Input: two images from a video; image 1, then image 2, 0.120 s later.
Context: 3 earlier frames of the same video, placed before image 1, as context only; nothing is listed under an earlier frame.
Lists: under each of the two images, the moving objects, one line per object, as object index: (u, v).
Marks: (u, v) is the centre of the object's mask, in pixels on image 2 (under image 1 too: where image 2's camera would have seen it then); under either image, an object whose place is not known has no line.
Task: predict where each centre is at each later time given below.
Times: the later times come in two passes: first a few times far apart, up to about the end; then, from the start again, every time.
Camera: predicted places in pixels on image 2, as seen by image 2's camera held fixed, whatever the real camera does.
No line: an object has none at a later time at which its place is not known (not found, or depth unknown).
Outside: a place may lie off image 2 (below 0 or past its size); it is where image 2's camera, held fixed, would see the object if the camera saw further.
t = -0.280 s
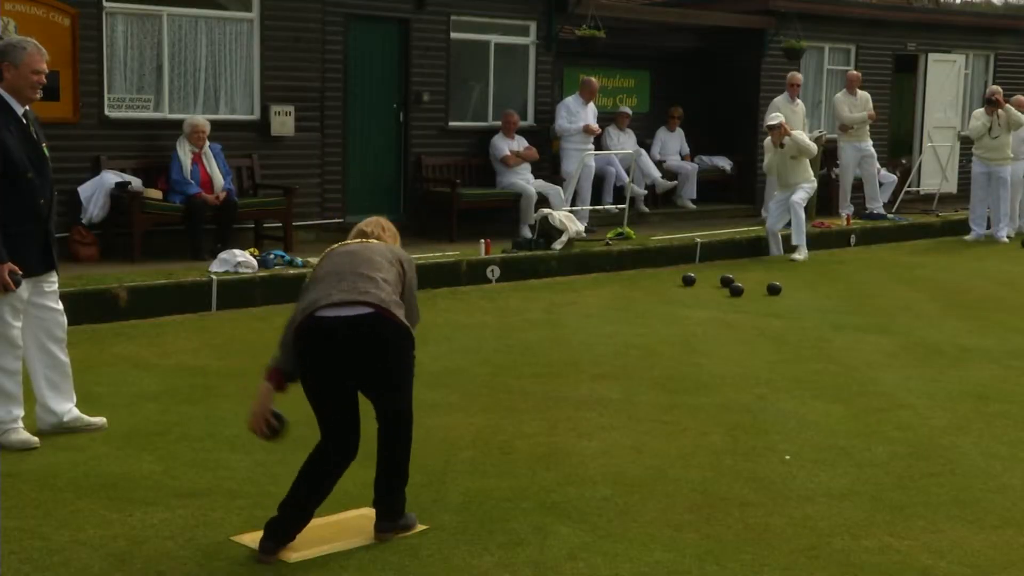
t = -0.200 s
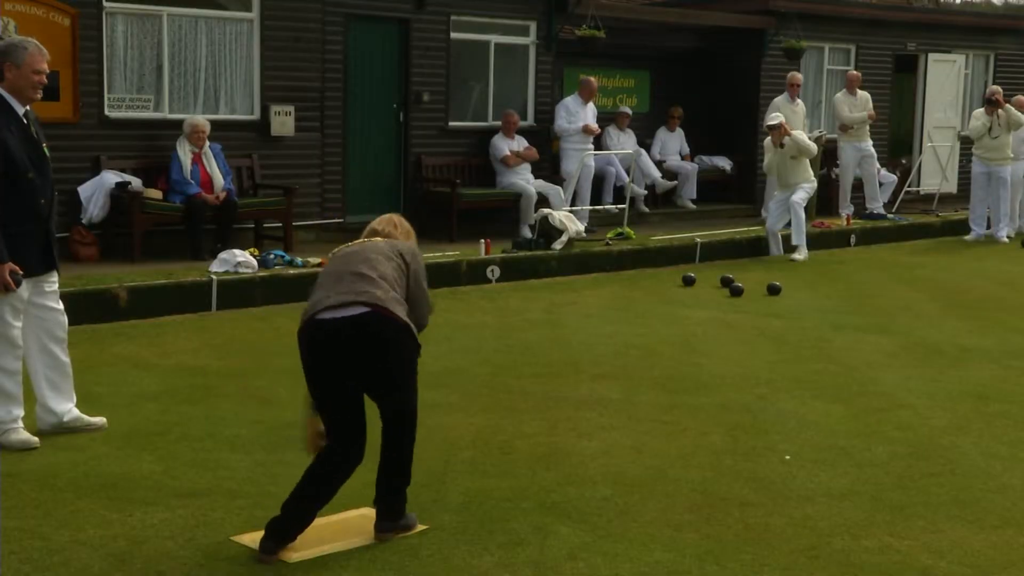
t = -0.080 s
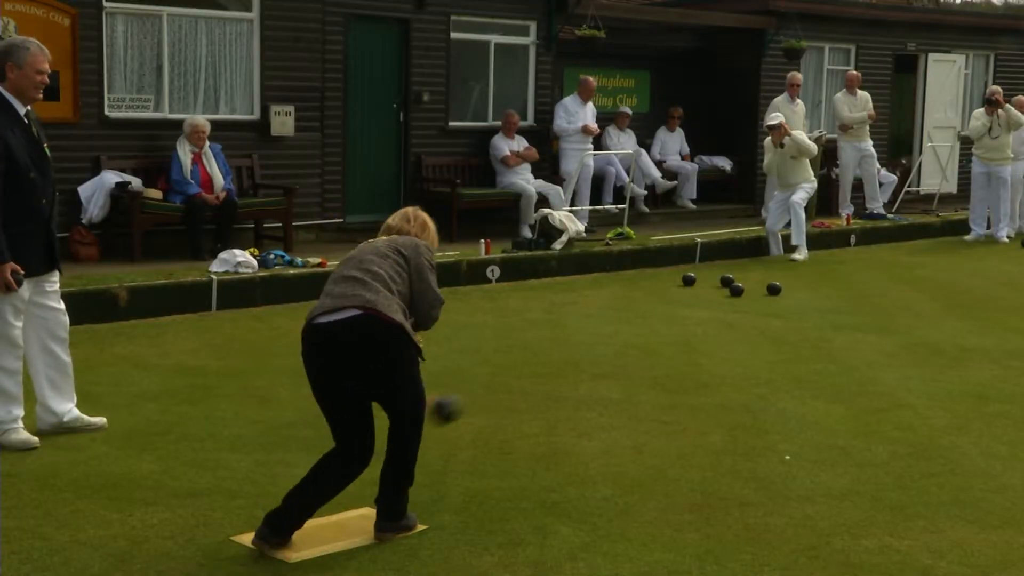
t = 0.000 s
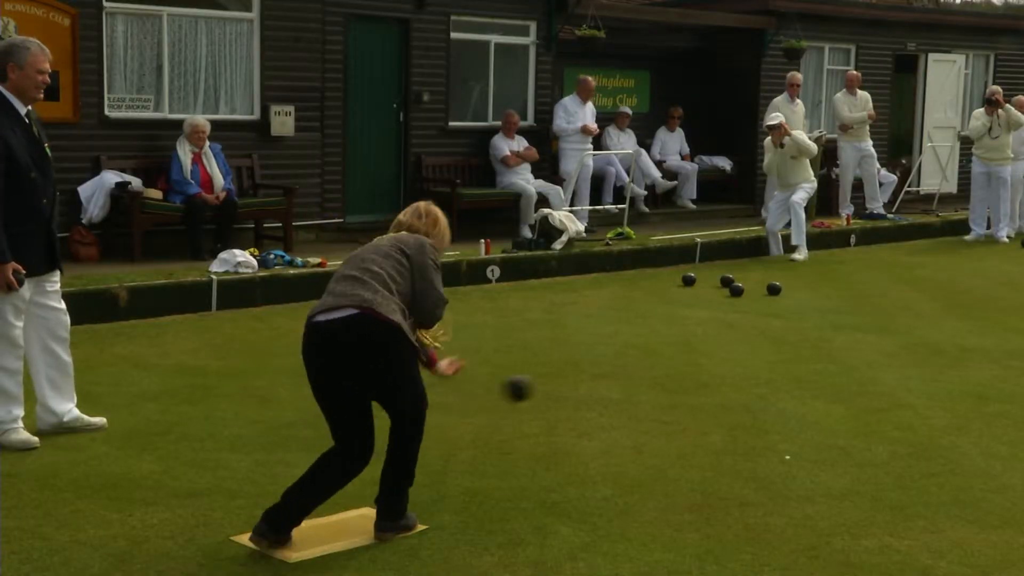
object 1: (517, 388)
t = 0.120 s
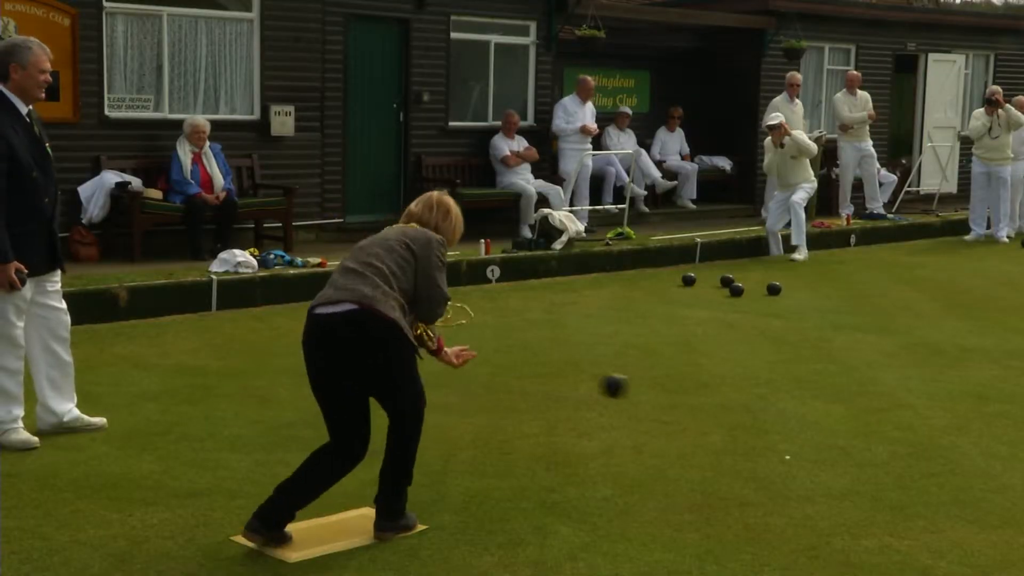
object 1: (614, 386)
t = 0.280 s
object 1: (715, 404)
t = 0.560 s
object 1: (820, 381)
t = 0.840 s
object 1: (902, 359)
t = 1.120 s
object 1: (968, 342)
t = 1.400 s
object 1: (1021, 328)
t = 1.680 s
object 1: (1065, 315)
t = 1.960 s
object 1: (1102, 304)
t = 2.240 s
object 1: (1135, 295)
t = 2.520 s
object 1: (1165, 287)
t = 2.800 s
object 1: (1191, 280)
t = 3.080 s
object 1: (1215, 274)
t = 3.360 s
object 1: (1238, 268)
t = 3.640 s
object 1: (1260, 263)
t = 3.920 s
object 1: (1281, 259)
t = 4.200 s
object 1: (1300, 255)
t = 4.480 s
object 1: (1318, 252)
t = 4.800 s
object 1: (1339, 249)
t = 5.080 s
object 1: (1356, 247)
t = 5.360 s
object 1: (1372, 245)
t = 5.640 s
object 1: (1388, 244)
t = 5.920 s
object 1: (1405, 242)
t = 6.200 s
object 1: (1420, 241)
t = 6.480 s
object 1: (1435, 240)
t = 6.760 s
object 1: (1449, 240)
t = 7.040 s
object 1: (1462, 239)
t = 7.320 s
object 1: (1473, 239)
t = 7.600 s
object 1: (1483, 238)
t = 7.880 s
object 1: (1491, 238)
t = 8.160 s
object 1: (1499, 238)
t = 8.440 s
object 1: (1506, 237)
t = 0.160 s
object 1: (643, 392)
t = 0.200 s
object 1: (670, 401)
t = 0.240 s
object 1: (695, 413)
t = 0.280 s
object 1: (715, 404)
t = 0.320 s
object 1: (732, 393)
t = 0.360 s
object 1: (747, 385)
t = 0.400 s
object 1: (764, 381)
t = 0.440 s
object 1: (778, 380)
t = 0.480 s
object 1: (793, 381)
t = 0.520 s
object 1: (806, 386)
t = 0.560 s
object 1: (820, 381)
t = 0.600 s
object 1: (833, 374)
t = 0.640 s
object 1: (846, 370)
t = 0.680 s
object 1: (858, 369)
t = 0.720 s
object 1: (869, 371)
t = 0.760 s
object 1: (881, 364)
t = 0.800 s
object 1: (892, 360)
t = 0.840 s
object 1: (902, 359)
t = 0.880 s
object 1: (913, 359)
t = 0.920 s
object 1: (923, 356)
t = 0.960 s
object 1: (932, 354)
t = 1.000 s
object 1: (941, 350)
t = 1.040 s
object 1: (951, 347)
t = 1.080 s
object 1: (959, 346)
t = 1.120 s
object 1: (968, 342)
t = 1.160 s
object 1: (976, 338)
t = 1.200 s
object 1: (984, 338)
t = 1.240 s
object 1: (992, 336)
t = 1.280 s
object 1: (999, 333)
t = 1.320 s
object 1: (1007, 332)
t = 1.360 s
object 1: (1014, 329)
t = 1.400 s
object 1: (1021, 328)
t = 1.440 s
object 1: (1028, 326)
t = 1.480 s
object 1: (1034, 324)
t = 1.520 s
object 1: (1041, 322)
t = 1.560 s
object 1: (1047, 321)
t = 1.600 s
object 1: (1053, 319)
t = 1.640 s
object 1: (1059, 317)
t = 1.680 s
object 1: (1065, 315)
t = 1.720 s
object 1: (1070, 313)
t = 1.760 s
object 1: (1076, 312)
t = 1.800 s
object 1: (1081, 310)
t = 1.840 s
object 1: (1087, 308)
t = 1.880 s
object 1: (1092, 307)
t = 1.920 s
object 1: (1097, 305)
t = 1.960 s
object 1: (1102, 304)
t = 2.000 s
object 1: (1107, 302)
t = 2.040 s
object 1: (1112, 301)
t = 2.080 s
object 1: (1117, 300)
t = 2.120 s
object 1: (1122, 298)
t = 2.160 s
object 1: (1126, 297)
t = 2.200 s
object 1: (1131, 296)
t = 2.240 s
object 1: (1135, 295)
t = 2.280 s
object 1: (1140, 293)
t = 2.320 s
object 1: (1144, 292)
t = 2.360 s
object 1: (1148, 292)
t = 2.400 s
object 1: (1152, 290)
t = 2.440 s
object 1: (1157, 289)
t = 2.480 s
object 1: (1161, 288)
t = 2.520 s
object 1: (1165, 287)
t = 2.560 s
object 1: (1169, 286)
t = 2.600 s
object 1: (1173, 285)
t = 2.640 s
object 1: (1177, 284)
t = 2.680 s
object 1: (1180, 283)
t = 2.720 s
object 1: (1184, 281)
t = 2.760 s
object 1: (1187, 281)
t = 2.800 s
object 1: (1191, 280)
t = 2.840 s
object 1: (1195, 279)
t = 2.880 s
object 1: (1198, 278)
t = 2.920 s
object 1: (1202, 277)
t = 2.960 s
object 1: (1205, 276)
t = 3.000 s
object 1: (1208, 275)
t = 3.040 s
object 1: (1212, 274)
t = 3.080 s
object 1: (1215, 274)
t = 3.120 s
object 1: (1218, 272)
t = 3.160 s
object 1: (1222, 272)
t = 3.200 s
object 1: (1225, 271)
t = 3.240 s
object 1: (1228, 271)
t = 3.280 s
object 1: (1231, 270)
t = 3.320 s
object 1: (1235, 269)
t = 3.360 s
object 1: (1238, 268)
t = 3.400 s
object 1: (1241, 267)
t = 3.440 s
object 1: (1244, 266)
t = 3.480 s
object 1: (1248, 266)
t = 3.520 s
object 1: (1251, 265)
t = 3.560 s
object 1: (1254, 265)
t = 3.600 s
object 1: (1257, 263)
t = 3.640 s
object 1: (1260, 263)
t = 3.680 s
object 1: (1263, 262)
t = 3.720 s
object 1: (1266, 261)
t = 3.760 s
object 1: (1269, 261)
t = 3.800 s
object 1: (1272, 260)
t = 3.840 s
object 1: (1275, 260)
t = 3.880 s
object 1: (1278, 259)
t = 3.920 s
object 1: (1281, 259)
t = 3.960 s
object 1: (1284, 258)
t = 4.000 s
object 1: (1286, 258)
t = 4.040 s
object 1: (1289, 257)
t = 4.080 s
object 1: (1292, 257)
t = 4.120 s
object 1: (1295, 256)
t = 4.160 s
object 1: (1297, 256)
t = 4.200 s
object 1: (1300, 255)
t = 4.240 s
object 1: (1302, 255)
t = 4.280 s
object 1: (1305, 254)
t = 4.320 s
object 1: (1308, 254)
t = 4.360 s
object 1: (1310, 253)
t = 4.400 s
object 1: (1313, 253)
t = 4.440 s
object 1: (1316, 252)
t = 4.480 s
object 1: (1318, 252)
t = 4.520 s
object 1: (1321, 252)
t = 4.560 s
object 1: (1324, 251)
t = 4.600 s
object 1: (1326, 251)
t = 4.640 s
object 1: (1329, 251)
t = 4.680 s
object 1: (1332, 251)
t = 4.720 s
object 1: (1334, 250)
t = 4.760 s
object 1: (1336, 250)
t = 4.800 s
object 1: (1339, 249)
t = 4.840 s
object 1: (1342, 249)
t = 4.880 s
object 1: (1344, 249)
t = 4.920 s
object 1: (1346, 248)
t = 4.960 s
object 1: (1349, 248)
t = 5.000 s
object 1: (1351, 247)
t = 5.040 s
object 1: (1354, 247)
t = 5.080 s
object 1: (1356, 247)
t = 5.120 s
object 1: (1359, 247)
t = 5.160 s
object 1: (1361, 246)
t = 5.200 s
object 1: (1363, 246)
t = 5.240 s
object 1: (1365, 246)
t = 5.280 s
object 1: (1367, 245)
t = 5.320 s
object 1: (1370, 245)
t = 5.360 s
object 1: (1372, 245)
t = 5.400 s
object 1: (1375, 245)
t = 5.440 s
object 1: (1377, 244)
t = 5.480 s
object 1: (1379, 244)
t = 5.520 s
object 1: (1382, 244)
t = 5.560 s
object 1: (1384, 244)
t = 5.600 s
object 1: (1386, 244)
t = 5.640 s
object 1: (1388, 244)
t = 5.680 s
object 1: (1391, 243)
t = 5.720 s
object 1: (1393, 243)
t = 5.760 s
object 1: (1396, 243)
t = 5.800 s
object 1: (1398, 243)
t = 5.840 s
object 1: (1400, 242)
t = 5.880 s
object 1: (1402, 242)
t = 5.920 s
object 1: (1405, 242)
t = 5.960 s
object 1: (1407, 242)
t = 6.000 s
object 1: (1409, 242)
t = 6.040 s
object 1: (1411, 242)
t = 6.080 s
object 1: (1413, 241)
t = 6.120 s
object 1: (1415, 241)
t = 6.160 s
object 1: (1418, 241)
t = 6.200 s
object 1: (1420, 241)
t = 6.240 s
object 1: (1422, 241)
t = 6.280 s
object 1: (1424, 241)
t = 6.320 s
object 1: (1426, 241)
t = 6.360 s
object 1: (1429, 240)
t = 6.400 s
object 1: (1431, 240)
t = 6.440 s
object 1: (1433, 241)
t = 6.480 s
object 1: (1435, 240)
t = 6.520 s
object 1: (1437, 240)
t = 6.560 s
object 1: (1439, 240)
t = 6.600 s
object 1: (1441, 240)
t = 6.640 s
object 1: (1443, 240)
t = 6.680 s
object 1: (1445, 240)
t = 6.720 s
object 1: (1447, 240)
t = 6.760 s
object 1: (1449, 240)
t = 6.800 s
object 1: (1451, 239)
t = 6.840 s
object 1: (1453, 239)
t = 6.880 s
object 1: (1455, 239)
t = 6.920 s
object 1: (1457, 239)
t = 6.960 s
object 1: (1459, 239)
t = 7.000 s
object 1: (1460, 239)
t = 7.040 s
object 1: (1462, 239)
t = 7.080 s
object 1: (1463, 239)
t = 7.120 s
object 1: (1465, 238)
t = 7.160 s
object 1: (1467, 238)
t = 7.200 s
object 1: (1469, 239)
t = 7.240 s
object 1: (1470, 239)
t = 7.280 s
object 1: (1472, 239)
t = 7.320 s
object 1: (1473, 239)
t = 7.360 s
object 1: (1475, 239)
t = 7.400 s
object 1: (1476, 239)
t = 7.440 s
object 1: (1477, 238)
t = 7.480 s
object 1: (1479, 238)
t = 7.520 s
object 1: (1481, 238)
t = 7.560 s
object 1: (1482, 238)
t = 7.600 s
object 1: (1483, 238)
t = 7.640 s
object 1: (1485, 238)
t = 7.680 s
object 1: (1485, 238)
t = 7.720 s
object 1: (1487, 238)
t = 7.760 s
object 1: (1488, 238)
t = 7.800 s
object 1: (1489, 238)
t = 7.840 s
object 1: (1490, 238)
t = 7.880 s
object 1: (1491, 238)
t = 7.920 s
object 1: (1493, 238)
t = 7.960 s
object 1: (1494, 238)
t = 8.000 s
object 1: (1495, 238)
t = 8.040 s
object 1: (1496, 237)
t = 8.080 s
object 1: (1497, 237)
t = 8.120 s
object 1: (1498, 237)
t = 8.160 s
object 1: (1499, 238)
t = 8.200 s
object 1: (1500, 238)
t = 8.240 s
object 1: (1501, 237)
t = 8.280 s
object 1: (1502, 237)
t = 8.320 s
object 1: (1503, 237)
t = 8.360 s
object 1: (1504, 237)
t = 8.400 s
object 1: (1505, 237)
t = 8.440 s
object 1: (1506, 237)
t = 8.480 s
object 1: (1507, 237)
